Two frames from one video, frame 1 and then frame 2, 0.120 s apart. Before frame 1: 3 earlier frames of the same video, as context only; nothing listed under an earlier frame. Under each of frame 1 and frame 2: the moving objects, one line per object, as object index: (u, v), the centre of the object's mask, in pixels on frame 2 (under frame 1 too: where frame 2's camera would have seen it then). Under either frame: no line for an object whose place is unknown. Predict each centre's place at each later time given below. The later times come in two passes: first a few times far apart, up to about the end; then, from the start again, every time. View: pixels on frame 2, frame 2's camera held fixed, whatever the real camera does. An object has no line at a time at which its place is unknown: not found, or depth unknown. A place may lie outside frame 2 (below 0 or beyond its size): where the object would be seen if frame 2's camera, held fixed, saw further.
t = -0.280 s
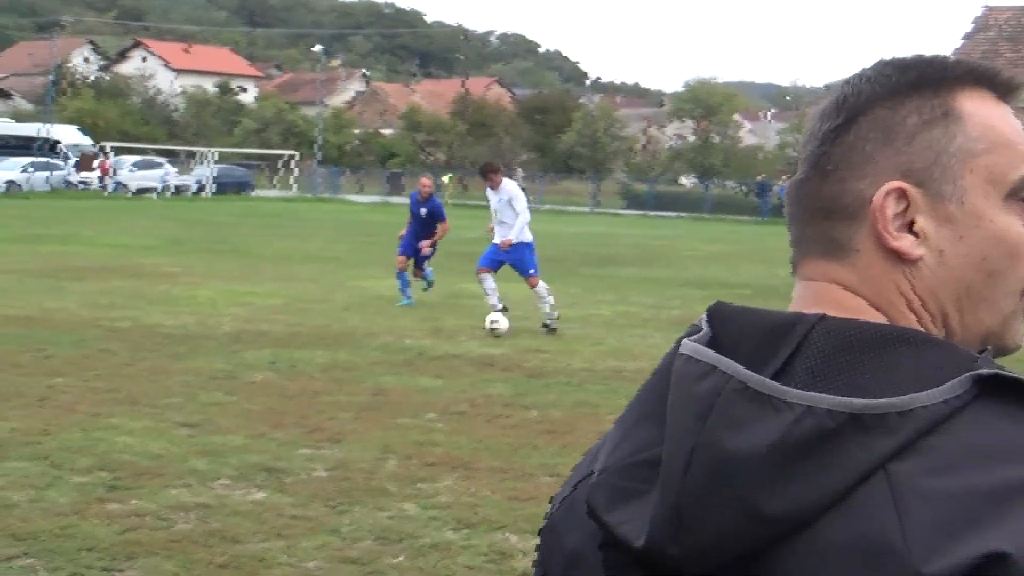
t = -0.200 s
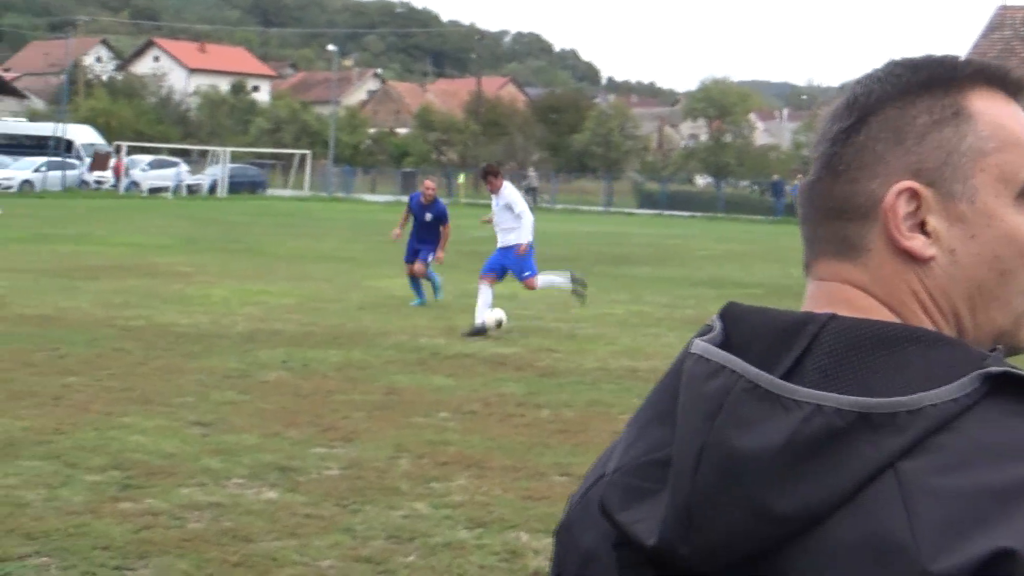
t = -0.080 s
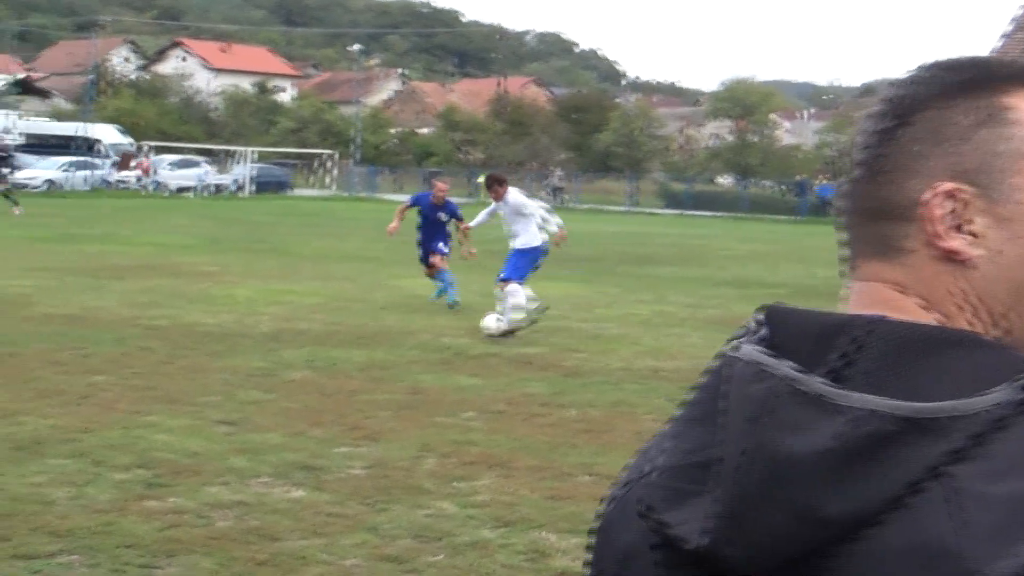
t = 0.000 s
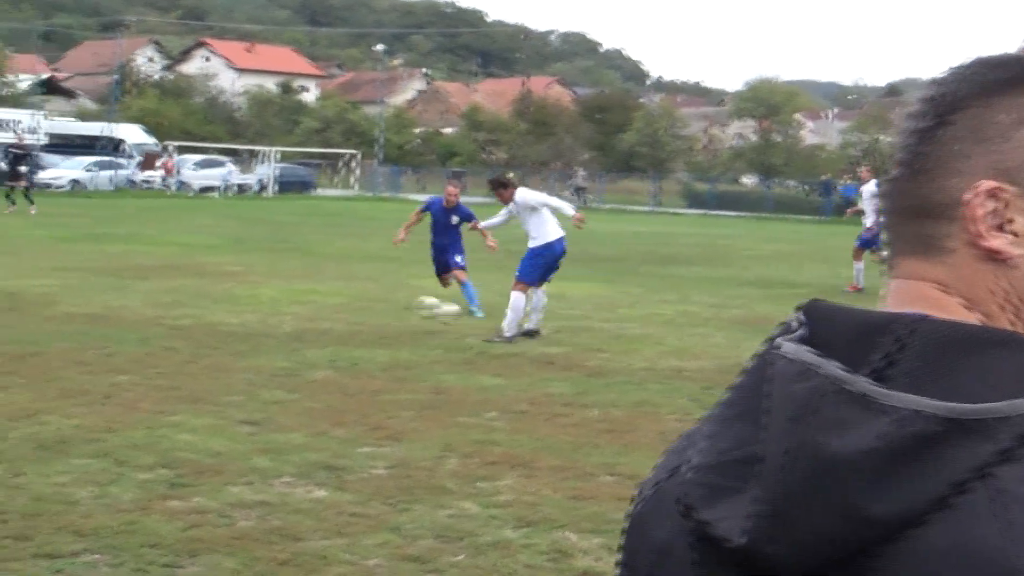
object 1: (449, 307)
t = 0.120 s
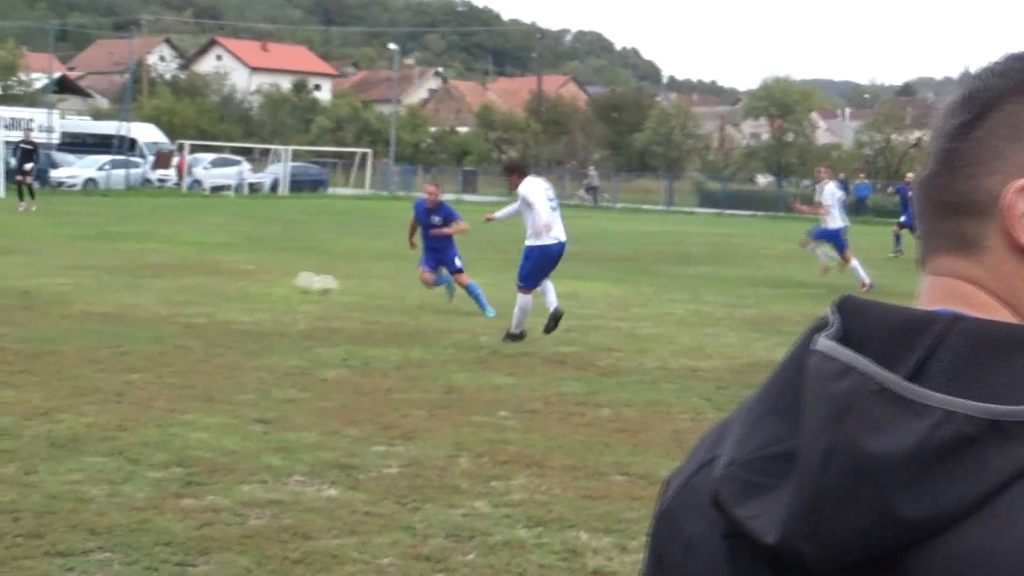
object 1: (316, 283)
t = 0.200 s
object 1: (236, 272)
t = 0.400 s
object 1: (70, 267)
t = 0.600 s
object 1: (-68, 257)
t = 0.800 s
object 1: (-185, 234)
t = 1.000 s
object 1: (-291, 243)
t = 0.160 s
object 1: (277, 277)
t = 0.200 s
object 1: (236, 272)
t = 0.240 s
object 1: (201, 270)
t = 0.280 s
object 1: (171, 268)
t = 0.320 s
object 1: (136, 267)
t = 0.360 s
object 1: (102, 266)
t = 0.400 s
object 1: (70, 267)
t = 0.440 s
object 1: (39, 268)
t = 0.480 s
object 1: (9, 270)
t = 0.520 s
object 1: (-21, 272)
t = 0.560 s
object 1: (-46, 265)
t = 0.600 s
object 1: (-68, 257)
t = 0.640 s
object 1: (-92, 250)
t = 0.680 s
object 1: (-116, 244)
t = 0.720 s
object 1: (-141, 240)
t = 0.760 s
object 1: (-164, 236)
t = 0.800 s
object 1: (-185, 234)
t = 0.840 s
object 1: (-207, 234)
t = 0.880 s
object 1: (-229, 235)
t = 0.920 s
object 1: (-250, 236)
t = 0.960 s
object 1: (-271, 239)
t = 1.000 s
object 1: (-291, 243)
